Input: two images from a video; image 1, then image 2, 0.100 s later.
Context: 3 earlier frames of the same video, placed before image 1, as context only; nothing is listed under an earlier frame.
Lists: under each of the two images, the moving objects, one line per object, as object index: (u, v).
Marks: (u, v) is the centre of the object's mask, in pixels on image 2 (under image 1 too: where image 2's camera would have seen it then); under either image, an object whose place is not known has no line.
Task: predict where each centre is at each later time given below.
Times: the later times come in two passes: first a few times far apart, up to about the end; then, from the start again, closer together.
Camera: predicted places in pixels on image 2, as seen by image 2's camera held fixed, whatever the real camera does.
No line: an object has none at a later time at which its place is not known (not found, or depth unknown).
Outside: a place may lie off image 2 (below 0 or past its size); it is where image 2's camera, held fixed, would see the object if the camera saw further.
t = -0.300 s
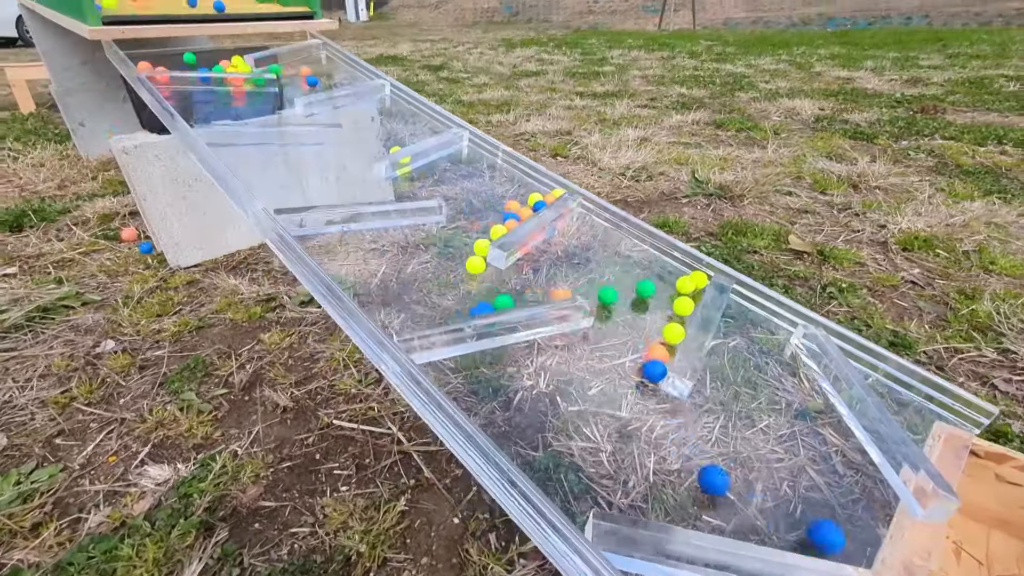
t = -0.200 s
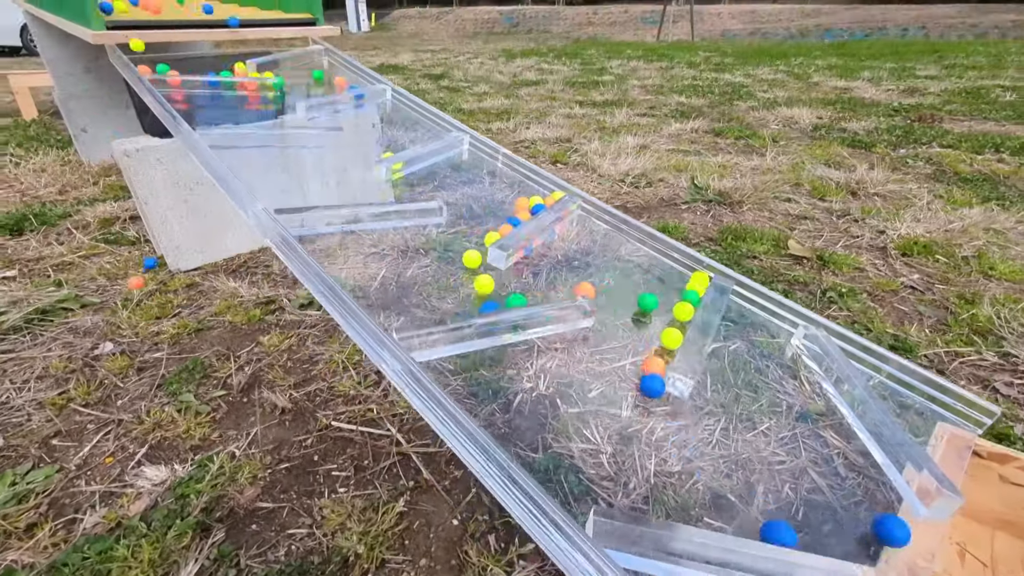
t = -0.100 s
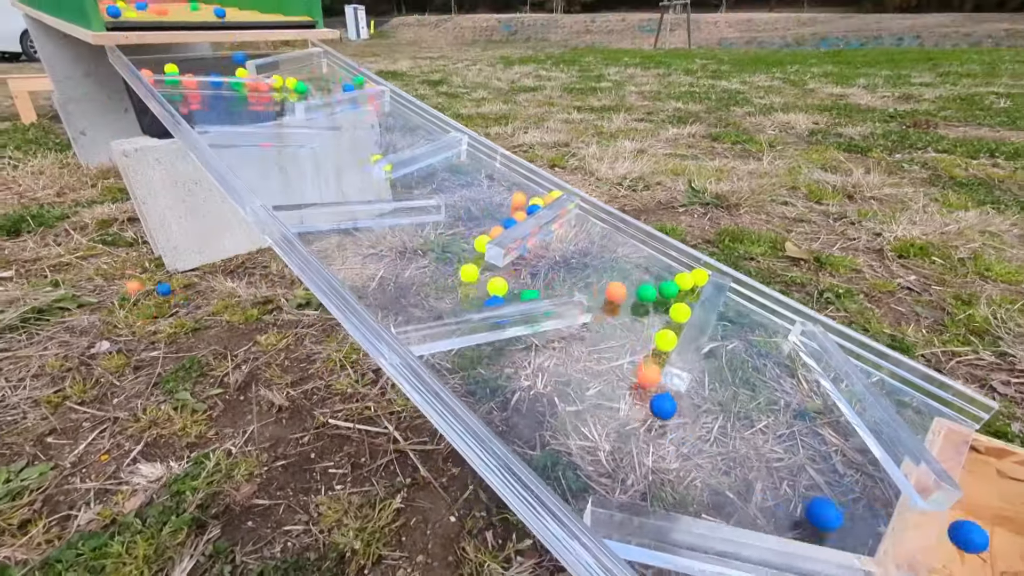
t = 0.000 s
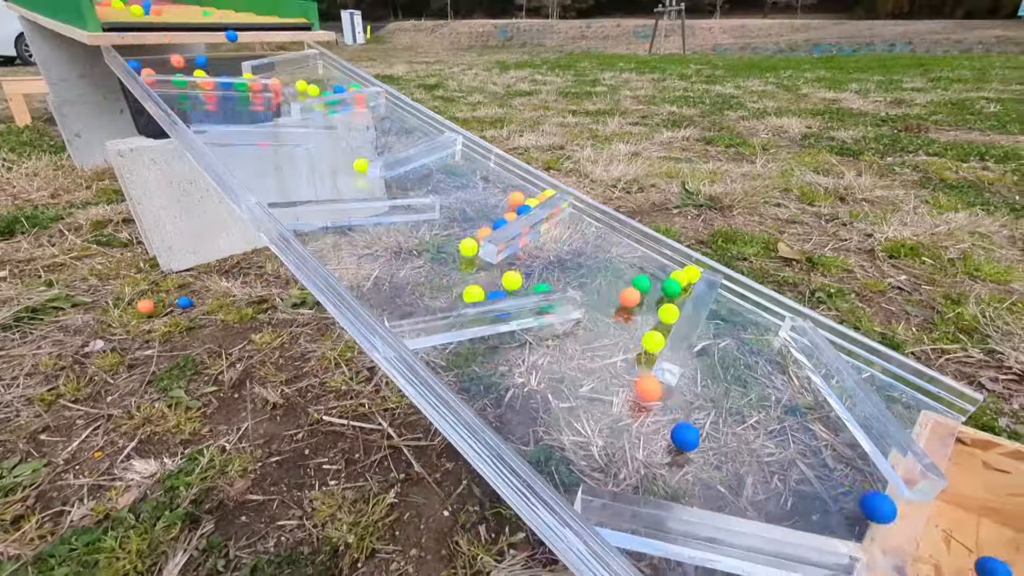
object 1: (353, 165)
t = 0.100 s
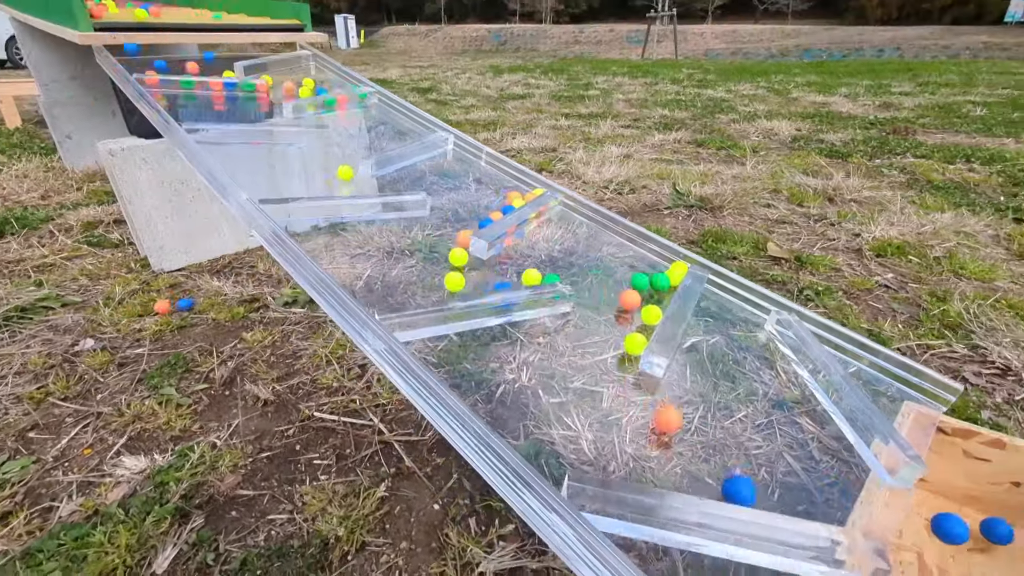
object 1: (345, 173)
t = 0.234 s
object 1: (347, 188)
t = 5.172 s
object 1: (636, 336)
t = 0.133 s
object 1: (345, 176)
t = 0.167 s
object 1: (345, 180)
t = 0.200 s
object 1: (346, 185)
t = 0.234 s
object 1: (347, 188)
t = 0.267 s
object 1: (352, 204)
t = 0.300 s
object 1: (347, 188)
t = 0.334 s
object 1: (345, 187)
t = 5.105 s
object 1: (638, 329)
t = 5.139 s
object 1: (637, 333)
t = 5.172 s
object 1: (636, 336)
